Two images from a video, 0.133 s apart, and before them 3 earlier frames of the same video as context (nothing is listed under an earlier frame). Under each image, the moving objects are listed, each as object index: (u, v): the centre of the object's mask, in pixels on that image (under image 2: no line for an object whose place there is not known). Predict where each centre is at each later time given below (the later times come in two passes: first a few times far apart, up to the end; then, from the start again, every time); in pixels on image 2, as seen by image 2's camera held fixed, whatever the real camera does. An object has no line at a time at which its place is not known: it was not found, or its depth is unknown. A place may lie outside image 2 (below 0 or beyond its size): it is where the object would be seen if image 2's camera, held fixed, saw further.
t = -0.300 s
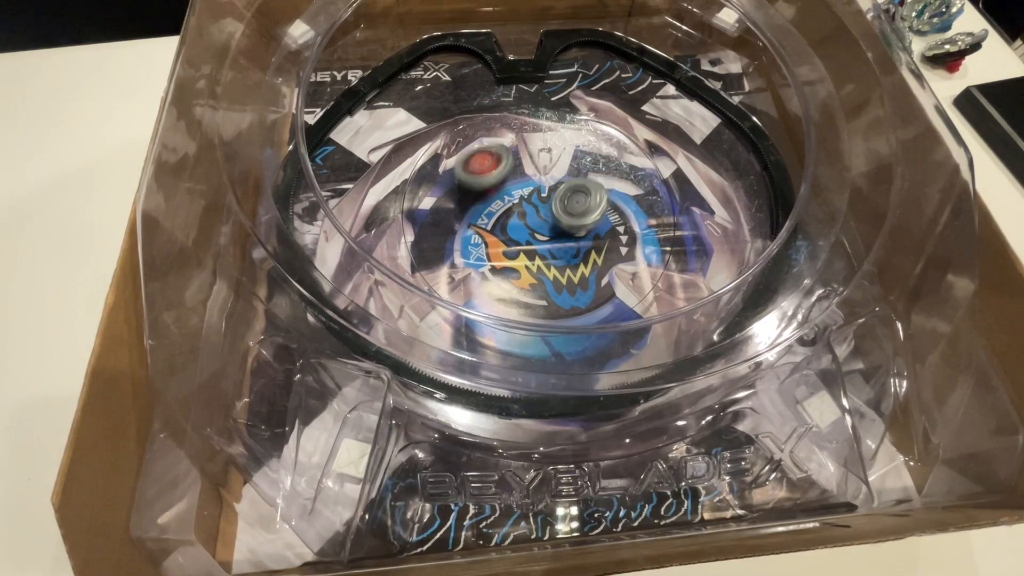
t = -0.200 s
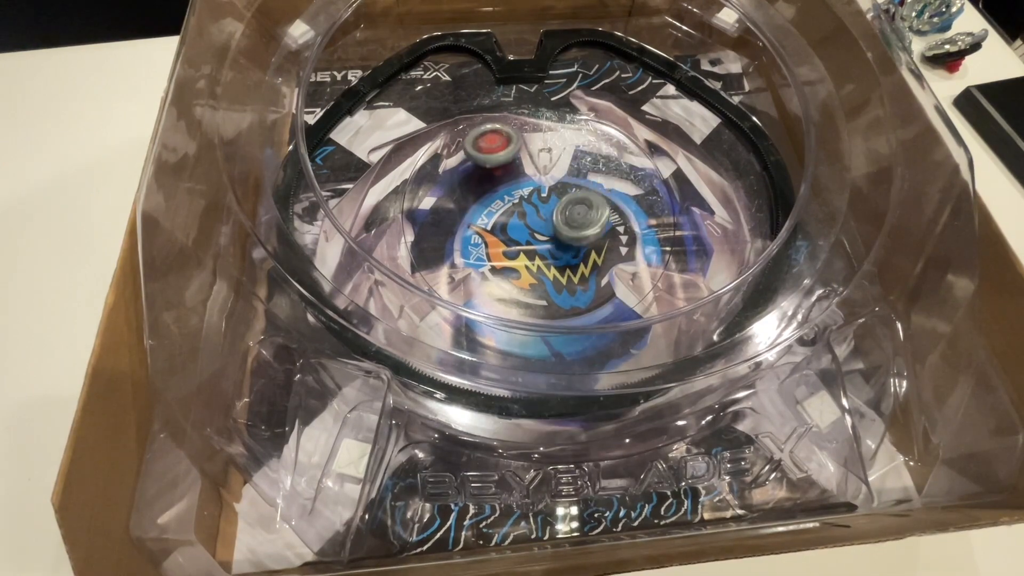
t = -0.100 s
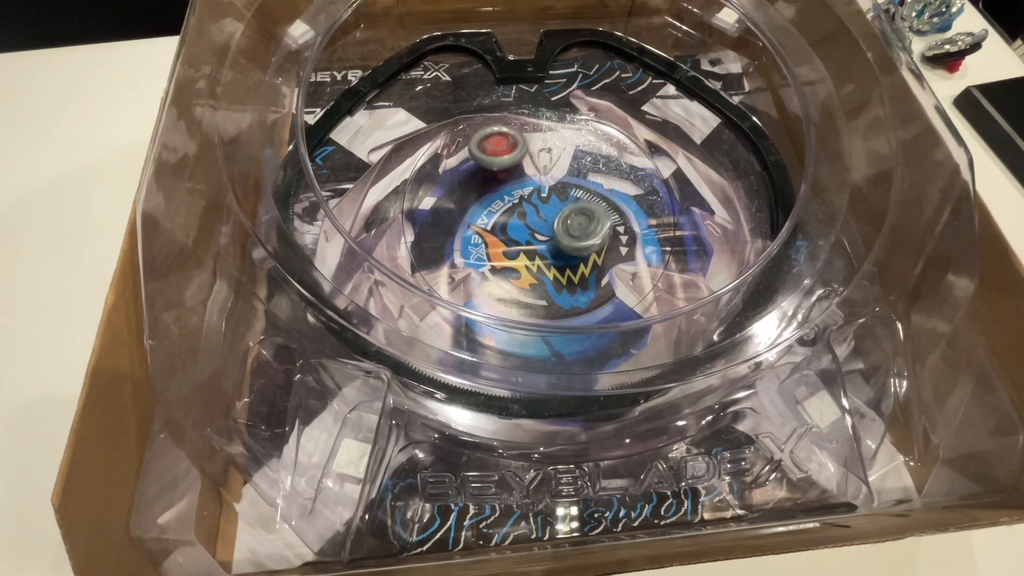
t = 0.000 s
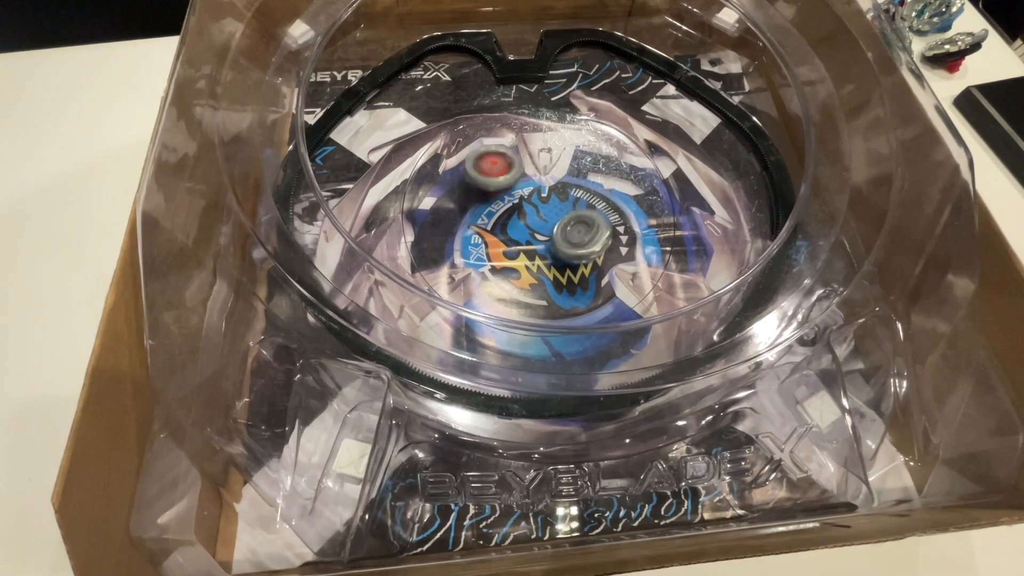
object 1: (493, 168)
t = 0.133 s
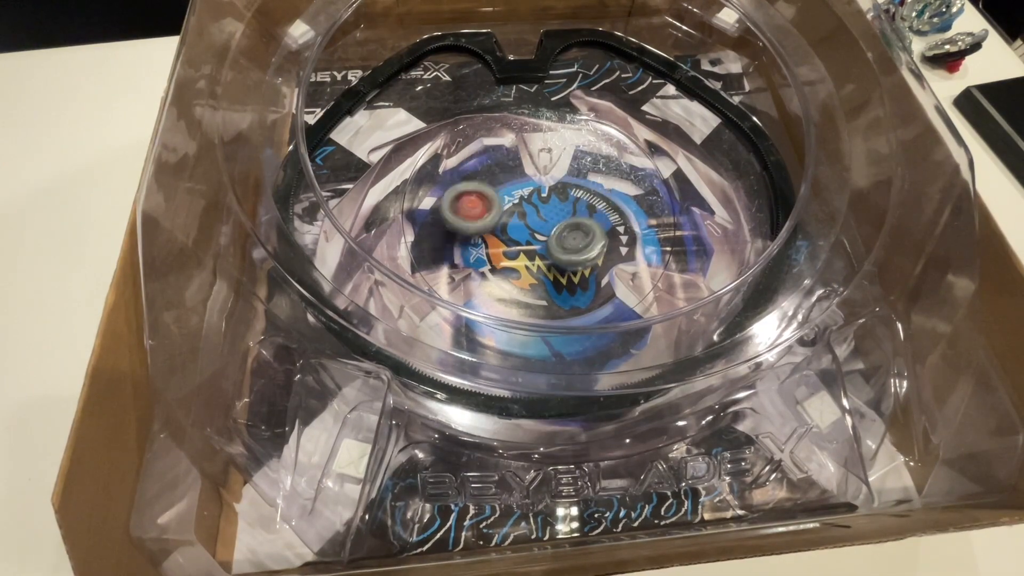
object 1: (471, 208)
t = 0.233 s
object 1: (450, 249)
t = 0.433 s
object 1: (535, 297)
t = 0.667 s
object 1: (538, 320)
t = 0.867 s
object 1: (548, 279)
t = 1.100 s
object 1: (502, 177)
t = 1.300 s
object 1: (448, 376)
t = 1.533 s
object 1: (579, 264)
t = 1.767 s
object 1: (633, 125)
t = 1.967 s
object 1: (629, 55)
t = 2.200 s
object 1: (559, 84)
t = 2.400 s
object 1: (541, 51)
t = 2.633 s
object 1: (526, 125)
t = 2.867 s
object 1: (514, 278)
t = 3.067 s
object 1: (511, 298)
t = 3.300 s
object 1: (510, 244)
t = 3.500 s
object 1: (492, 215)
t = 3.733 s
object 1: (442, 198)
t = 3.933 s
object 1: (499, 208)
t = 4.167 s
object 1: (574, 244)
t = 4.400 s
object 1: (607, 274)
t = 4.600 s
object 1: (577, 294)
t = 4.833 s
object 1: (498, 286)
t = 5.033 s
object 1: (454, 233)
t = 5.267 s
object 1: (457, 168)
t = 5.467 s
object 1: (498, 131)
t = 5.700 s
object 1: (565, 126)
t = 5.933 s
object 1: (621, 162)
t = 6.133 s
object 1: (635, 216)
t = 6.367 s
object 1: (594, 264)
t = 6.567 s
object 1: (525, 265)
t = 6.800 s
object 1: (468, 222)
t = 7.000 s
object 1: (466, 172)
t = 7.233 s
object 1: (511, 134)
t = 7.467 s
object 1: (576, 139)
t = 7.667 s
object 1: (617, 176)
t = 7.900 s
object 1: (616, 235)
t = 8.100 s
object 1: (567, 264)
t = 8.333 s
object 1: (495, 249)
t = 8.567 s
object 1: (467, 193)
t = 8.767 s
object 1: (492, 150)
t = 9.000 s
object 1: (553, 136)
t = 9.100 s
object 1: (578, 145)
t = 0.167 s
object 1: (462, 221)
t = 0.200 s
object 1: (455, 235)
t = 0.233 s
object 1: (450, 249)
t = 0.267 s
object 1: (449, 267)
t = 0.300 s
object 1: (452, 278)
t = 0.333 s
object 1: (474, 286)
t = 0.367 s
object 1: (494, 294)
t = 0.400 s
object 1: (517, 297)
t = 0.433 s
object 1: (535, 297)
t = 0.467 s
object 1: (535, 306)
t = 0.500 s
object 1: (545, 315)
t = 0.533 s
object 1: (548, 321)
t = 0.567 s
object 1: (547, 321)
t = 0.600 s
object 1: (545, 323)
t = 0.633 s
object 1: (542, 322)
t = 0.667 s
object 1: (538, 320)
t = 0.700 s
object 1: (534, 318)
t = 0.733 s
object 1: (532, 313)
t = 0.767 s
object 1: (533, 308)
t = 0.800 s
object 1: (536, 301)
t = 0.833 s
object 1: (542, 292)
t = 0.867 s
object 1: (548, 279)
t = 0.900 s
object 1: (551, 263)
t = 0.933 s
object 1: (550, 245)
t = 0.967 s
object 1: (546, 227)
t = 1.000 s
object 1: (540, 211)
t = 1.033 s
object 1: (528, 195)
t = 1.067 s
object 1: (516, 181)
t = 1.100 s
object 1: (502, 177)
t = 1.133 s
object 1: (494, 199)
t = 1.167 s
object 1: (480, 238)
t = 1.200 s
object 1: (466, 281)
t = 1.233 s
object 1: (456, 330)
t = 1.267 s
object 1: (446, 364)
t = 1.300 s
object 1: (448, 376)
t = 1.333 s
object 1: (470, 362)
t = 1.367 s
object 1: (493, 355)
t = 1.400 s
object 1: (513, 333)
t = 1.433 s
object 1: (527, 316)
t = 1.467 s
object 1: (543, 299)
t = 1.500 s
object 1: (561, 284)
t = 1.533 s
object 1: (579, 264)
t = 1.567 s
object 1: (592, 244)
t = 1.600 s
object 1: (604, 224)
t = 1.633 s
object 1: (612, 205)
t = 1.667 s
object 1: (620, 186)
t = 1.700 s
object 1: (625, 165)
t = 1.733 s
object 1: (630, 146)
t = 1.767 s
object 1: (633, 125)
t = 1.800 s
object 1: (633, 105)
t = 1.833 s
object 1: (629, 94)
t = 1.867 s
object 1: (628, 82)
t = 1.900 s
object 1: (627, 73)
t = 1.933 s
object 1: (627, 65)
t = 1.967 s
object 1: (629, 55)
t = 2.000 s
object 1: (632, 46)
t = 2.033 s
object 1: (634, 40)
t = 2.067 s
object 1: (616, 48)
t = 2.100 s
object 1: (599, 55)
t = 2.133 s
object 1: (583, 64)
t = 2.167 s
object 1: (569, 73)
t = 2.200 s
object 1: (559, 84)
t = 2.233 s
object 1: (551, 94)
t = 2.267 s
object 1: (545, 108)
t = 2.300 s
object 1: (543, 123)
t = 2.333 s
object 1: (543, 140)
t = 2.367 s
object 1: (541, 98)
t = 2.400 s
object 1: (541, 51)
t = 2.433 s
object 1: (537, 21)
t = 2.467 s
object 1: (536, 11)
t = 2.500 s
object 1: (535, 19)
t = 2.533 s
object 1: (533, 41)
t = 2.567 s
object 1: (531, 65)
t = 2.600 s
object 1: (529, 97)
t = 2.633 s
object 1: (526, 125)
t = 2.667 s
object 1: (521, 158)
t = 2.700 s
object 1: (518, 184)
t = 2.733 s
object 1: (520, 209)
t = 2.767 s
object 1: (515, 233)
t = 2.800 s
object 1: (516, 253)
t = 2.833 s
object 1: (516, 267)
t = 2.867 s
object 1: (514, 278)
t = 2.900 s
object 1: (512, 289)
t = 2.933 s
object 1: (511, 294)
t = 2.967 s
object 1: (510, 297)
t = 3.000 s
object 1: (509, 299)
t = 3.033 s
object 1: (510, 299)
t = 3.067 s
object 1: (511, 298)
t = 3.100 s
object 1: (512, 295)
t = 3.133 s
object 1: (513, 288)
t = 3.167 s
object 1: (514, 281)
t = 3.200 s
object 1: (515, 271)
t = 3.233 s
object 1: (514, 263)
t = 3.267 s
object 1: (512, 253)
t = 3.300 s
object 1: (510, 244)
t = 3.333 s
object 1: (508, 235)
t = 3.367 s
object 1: (503, 233)
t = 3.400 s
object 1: (499, 228)
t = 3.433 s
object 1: (493, 227)
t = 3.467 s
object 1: (491, 221)
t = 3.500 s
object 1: (492, 215)
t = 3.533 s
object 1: (494, 208)
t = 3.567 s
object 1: (497, 201)
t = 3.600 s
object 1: (481, 201)
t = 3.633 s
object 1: (466, 195)
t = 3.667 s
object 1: (448, 200)
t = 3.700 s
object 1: (445, 197)
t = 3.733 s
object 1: (442, 198)
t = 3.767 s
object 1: (445, 198)
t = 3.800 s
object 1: (453, 198)
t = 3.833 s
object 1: (462, 199)
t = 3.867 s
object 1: (474, 201)
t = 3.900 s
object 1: (486, 204)
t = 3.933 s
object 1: (499, 208)
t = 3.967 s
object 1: (513, 213)
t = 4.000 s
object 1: (525, 219)
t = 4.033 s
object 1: (536, 223)
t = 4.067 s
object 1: (545, 228)
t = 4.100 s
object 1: (558, 234)
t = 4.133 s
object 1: (565, 239)
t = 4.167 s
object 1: (574, 244)
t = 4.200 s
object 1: (582, 250)
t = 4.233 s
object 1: (590, 256)
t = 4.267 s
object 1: (596, 261)
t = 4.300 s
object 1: (601, 266)
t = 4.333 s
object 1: (605, 268)
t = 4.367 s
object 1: (606, 272)
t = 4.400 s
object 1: (607, 274)
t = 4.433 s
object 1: (605, 277)
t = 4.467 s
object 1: (603, 281)
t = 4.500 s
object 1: (598, 284)
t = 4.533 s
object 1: (594, 287)
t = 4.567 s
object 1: (586, 291)
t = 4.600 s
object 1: (577, 294)
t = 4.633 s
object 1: (567, 297)
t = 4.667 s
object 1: (556, 299)
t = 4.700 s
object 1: (546, 299)
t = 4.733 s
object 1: (534, 297)
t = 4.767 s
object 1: (524, 295)
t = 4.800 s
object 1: (509, 291)
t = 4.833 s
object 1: (498, 286)
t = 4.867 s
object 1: (490, 279)
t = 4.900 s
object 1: (481, 271)
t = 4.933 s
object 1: (470, 263)
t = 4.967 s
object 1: (465, 253)
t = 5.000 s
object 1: (457, 243)
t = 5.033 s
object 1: (454, 233)
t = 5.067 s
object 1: (452, 223)
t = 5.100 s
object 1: (449, 213)
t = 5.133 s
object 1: (449, 203)
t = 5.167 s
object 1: (450, 194)
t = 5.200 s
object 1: (451, 185)
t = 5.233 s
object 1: (454, 176)
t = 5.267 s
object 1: (457, 168)
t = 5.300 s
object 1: (462, 160)
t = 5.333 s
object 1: (469, 153)
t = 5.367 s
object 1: (474, 146)
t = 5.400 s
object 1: (482, 140)
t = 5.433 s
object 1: (490, 135)
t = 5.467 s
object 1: (498, 131)
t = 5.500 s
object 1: (507, 127)
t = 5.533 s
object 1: (517, 124)
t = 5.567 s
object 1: (526, 123)
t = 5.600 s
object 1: (535, 122)
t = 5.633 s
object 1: (545, 123)
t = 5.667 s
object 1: (555, 123)
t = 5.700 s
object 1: (565, 126)
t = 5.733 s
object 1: (574, 129)
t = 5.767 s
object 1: (583, 133)
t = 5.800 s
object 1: (592, 138)
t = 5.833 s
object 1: (601, 142)
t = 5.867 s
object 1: (609, 148)
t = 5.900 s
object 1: (615, 155)
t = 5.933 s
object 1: (621, 162)
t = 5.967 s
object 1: (626, 171)
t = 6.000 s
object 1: (629, 180)
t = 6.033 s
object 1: (633, 188)
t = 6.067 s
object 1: (635, 197)
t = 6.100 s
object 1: (635, 207)
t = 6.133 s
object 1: (635, 216)
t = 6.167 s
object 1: (633, 224)
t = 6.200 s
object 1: (628, 234)
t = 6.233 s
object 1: (624, 241)
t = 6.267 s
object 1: (615, 249)
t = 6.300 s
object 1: (607, 255)
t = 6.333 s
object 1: (599, 261)
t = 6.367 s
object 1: (594, 264)
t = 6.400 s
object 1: (583, 266)
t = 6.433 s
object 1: (572, 269)
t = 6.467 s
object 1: (559, 270)
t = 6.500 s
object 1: (548, 269)
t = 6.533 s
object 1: (536, 267)
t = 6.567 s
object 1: (525, 265)
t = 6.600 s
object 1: (514, 262)
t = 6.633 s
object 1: (505, 258)
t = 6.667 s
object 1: (496, 253)
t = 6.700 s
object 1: (487, 246)
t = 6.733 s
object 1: (479, 239)
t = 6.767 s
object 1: (473, 231)
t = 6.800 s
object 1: (468, 222)
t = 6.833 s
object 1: (465, 214)
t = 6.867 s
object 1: (462, 205)
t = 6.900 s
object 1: (461, 196)
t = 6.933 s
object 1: (462, 188)
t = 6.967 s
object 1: (463, 179)
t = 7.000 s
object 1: (466, 172)
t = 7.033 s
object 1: (469, 164)
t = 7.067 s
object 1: (474, 157)
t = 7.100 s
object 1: (481, 151)
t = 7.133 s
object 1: (488, 146)
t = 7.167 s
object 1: (495, 141)
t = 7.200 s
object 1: (503, 136)
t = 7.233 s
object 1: (511, 134)
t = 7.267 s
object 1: (521, 132)
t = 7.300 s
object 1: (530, 131)
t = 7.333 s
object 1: (540, 131)
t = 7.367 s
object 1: (549, 132)
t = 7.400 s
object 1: (558, 133)
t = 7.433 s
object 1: (568, 136)
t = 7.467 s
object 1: (576, 139)
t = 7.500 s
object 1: (584, 144)
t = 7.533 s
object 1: (592, 149)
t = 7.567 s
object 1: (601, 154)
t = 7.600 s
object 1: (607, 161)
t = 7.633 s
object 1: (612, 168)
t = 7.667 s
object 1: (617, 176)
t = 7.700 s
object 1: (621, 184)
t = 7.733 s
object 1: (624, 193)
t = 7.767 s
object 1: (625, 201)
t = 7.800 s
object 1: (625, 210)
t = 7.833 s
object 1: (623, 219)
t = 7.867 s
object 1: (620, 227)
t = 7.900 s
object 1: (616, 235)
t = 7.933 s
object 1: (610, 242)
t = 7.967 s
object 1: (604, 249)
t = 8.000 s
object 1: (596, 255)
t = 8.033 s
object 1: (586, 260)
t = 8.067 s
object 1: (577, 262)
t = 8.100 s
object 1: (567, 264)
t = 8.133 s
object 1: (556, 266)
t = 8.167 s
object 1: (545, 266)
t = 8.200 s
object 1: (534, 265)
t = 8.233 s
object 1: (524, 262)
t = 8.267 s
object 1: (513, 259)
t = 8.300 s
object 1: (503, 254)
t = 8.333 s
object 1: (495, 249)
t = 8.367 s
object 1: (488, 243)
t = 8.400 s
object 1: (481, 235)
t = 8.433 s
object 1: (475, 227)
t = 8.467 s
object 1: (471, 218)
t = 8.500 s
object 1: (468, 209)
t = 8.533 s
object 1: (467, 201)
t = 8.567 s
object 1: (467, 193)
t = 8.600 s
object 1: (469, 184)
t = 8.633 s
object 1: (471, 177)
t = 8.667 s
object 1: (474, 170)
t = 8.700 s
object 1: (479, 163)
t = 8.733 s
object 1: (485, 156)
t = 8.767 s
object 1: (492, 150)
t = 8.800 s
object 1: (499, 145)
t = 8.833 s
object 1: (507, 142)
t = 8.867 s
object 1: (516, 138)
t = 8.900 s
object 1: (525, 136)
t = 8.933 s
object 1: (535, 136)
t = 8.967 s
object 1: (543, 135)
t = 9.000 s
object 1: (553, 136)
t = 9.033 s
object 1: (562, 138)
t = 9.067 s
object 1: (570, 141)
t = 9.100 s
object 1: (578, 145)
